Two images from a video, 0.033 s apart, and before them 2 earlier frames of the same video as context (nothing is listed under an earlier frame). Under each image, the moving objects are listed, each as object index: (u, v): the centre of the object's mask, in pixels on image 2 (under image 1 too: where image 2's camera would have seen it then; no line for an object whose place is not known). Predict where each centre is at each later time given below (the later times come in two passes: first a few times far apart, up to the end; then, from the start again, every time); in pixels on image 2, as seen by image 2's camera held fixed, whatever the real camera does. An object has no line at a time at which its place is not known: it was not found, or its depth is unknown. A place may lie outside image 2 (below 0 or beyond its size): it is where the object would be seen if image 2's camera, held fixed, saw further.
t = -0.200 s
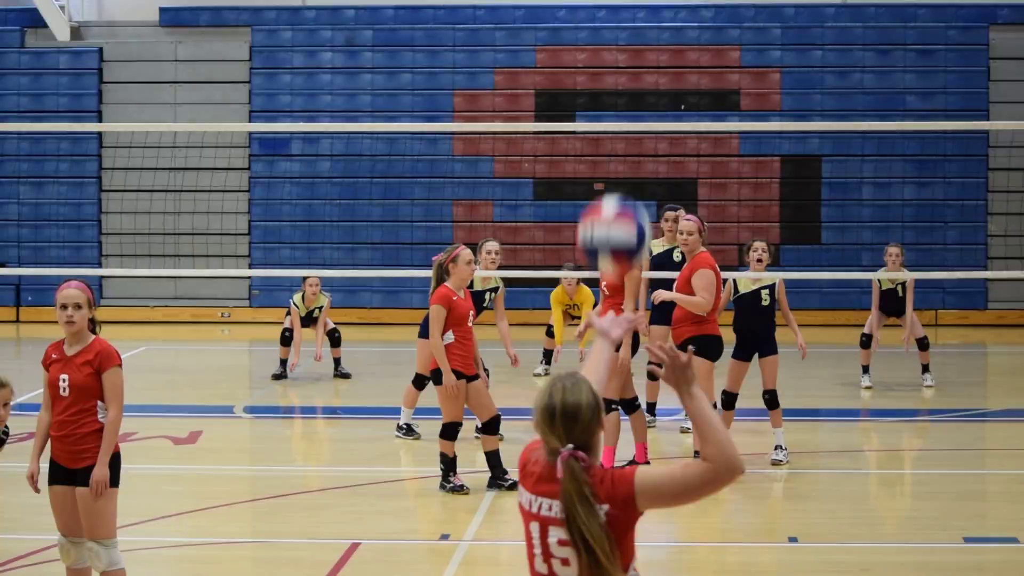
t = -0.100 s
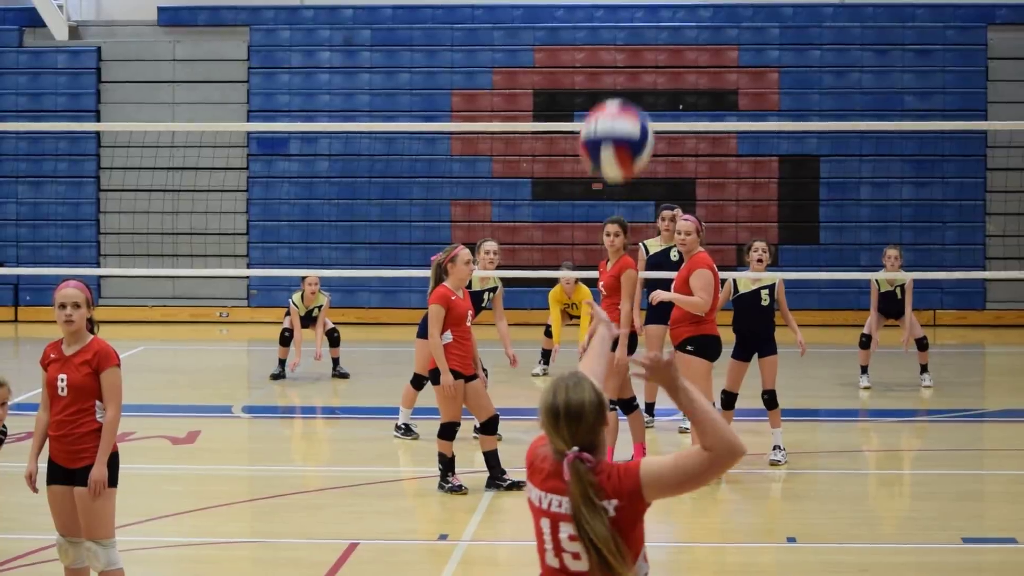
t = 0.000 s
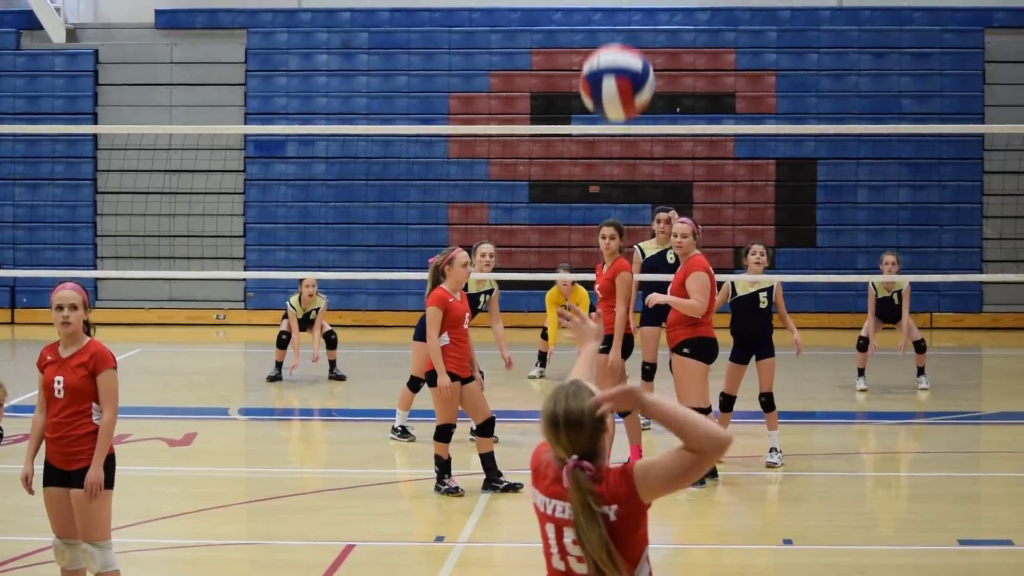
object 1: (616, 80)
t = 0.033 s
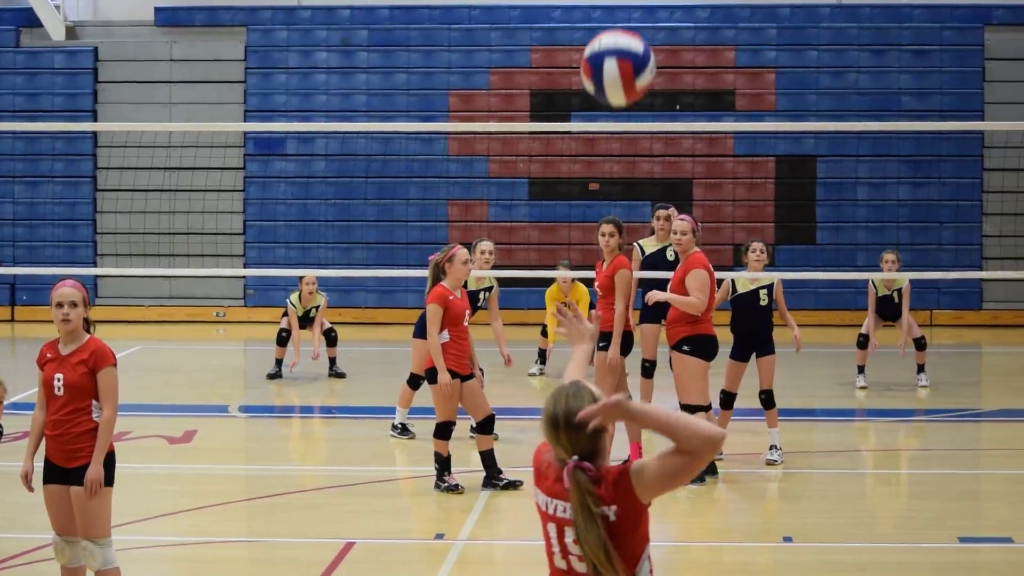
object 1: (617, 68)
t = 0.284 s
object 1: (626, 92)
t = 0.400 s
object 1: (631, 180)
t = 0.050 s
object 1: (618, 63)
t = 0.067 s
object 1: (619, 59)
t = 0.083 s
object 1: (620, 56)
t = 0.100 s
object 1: (621, 54)
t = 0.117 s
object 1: (621, 52)
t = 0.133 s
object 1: (622, 51)
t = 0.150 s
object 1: (622, 52)
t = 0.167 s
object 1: (623, 54)
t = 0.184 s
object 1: (623, 58)
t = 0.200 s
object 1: (624, 61)
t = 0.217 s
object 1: (624, 66)
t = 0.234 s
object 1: (625, 72)
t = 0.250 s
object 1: (626, 79)
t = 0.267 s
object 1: (626, 86)
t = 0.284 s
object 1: (626, 92)
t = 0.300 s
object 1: (626, 101)
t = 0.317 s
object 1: (626, 114)
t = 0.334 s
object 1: (627, 126)
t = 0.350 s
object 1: (629, 138)
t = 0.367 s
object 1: (630, 152)
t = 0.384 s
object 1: (630, 166)
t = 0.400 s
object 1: (631, 180)
